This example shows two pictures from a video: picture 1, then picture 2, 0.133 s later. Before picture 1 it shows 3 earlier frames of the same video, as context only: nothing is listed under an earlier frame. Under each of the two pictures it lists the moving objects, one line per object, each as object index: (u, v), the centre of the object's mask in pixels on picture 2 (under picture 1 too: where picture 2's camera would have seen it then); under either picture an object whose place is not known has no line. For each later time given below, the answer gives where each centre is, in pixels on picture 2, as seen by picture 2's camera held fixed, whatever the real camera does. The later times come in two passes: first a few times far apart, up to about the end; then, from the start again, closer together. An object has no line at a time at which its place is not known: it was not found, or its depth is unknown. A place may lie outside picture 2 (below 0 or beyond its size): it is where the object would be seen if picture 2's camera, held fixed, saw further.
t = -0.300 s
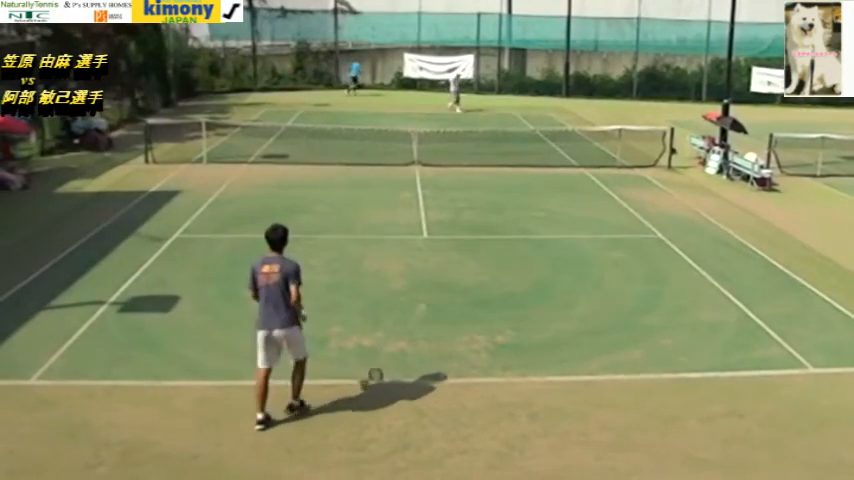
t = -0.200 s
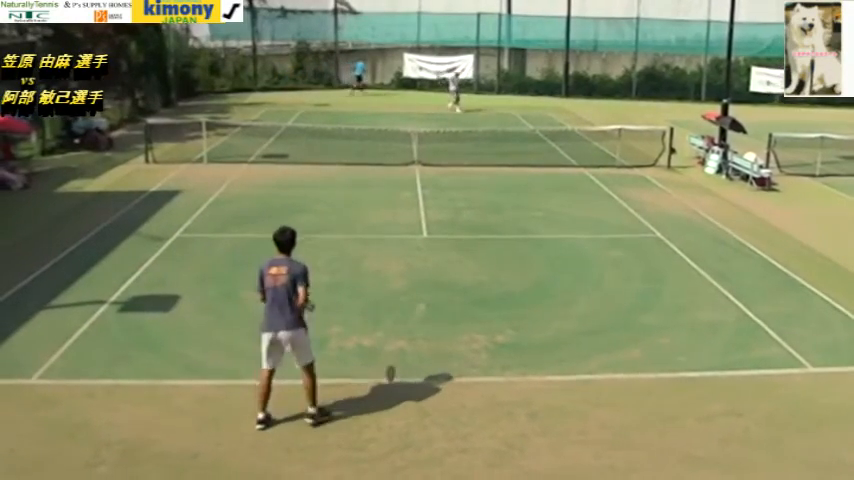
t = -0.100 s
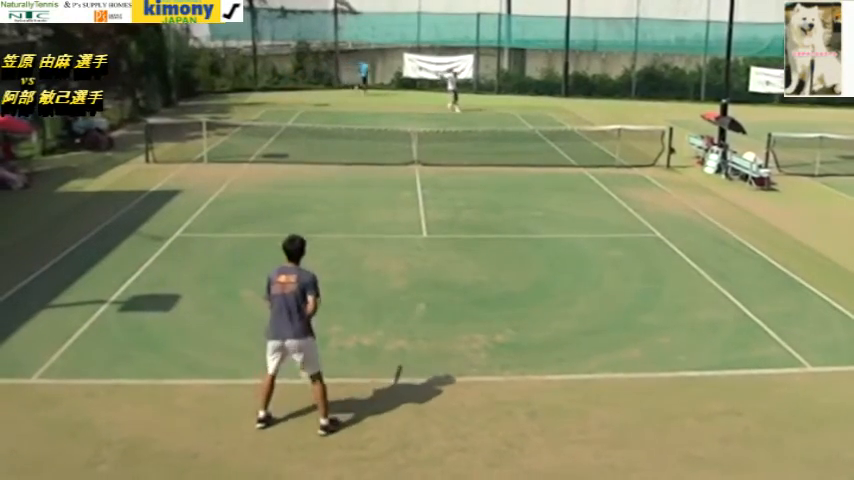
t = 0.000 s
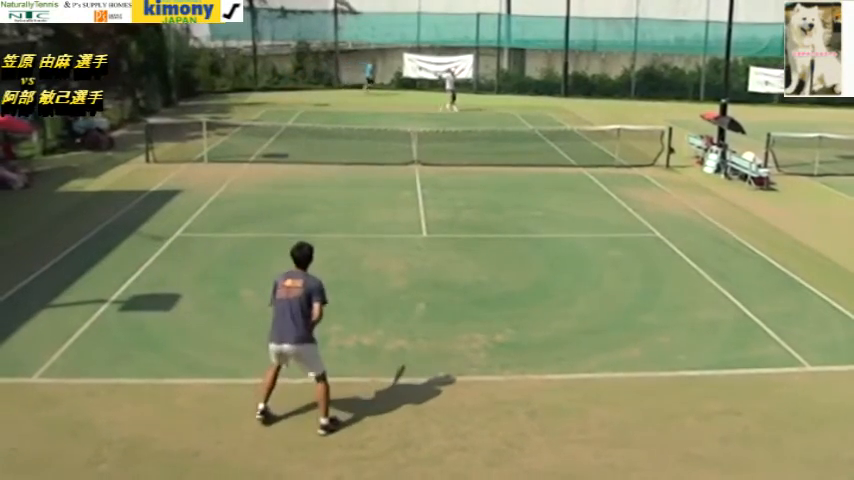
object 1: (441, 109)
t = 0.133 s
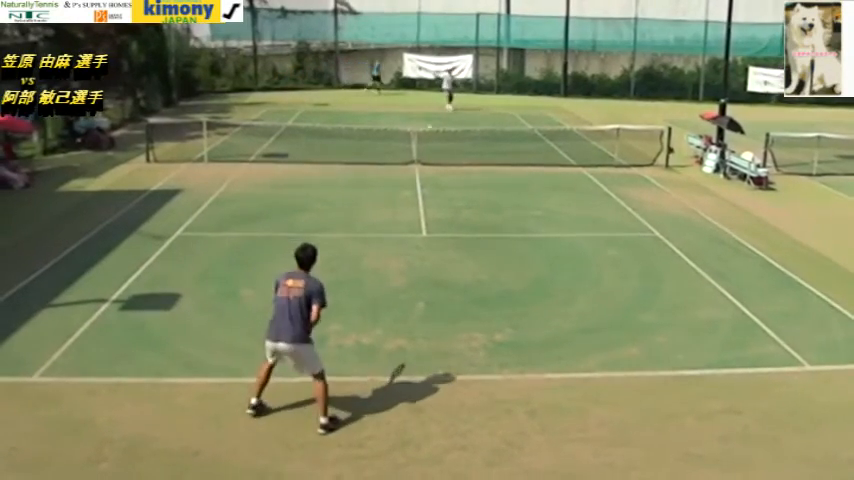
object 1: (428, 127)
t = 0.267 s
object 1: (417, 155)
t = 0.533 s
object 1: (390, 222)
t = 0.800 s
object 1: (368, 241)
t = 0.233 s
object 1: (419, 146)
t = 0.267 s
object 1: (417, 155)
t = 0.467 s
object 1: (396, 221)
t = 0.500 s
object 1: (393, 223)
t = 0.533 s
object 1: (390, 222)
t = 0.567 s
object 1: (387, 221)
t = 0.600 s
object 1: (385, 222)
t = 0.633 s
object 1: (383, 222)
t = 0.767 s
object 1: (372, 235)
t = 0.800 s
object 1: (368, 241)
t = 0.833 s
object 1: (364, 247)
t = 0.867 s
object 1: (361, 255)
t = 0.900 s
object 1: (358, 264)
